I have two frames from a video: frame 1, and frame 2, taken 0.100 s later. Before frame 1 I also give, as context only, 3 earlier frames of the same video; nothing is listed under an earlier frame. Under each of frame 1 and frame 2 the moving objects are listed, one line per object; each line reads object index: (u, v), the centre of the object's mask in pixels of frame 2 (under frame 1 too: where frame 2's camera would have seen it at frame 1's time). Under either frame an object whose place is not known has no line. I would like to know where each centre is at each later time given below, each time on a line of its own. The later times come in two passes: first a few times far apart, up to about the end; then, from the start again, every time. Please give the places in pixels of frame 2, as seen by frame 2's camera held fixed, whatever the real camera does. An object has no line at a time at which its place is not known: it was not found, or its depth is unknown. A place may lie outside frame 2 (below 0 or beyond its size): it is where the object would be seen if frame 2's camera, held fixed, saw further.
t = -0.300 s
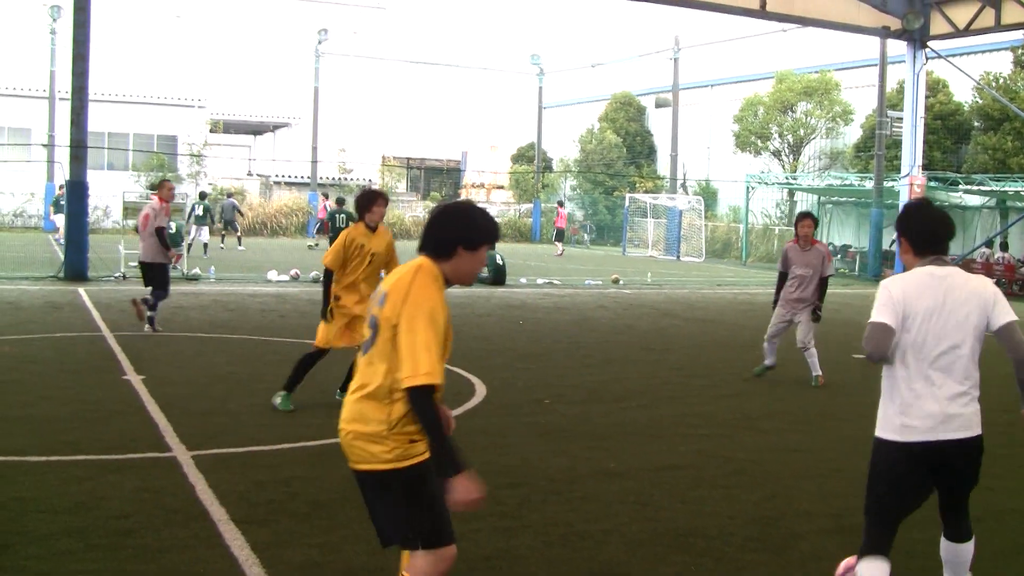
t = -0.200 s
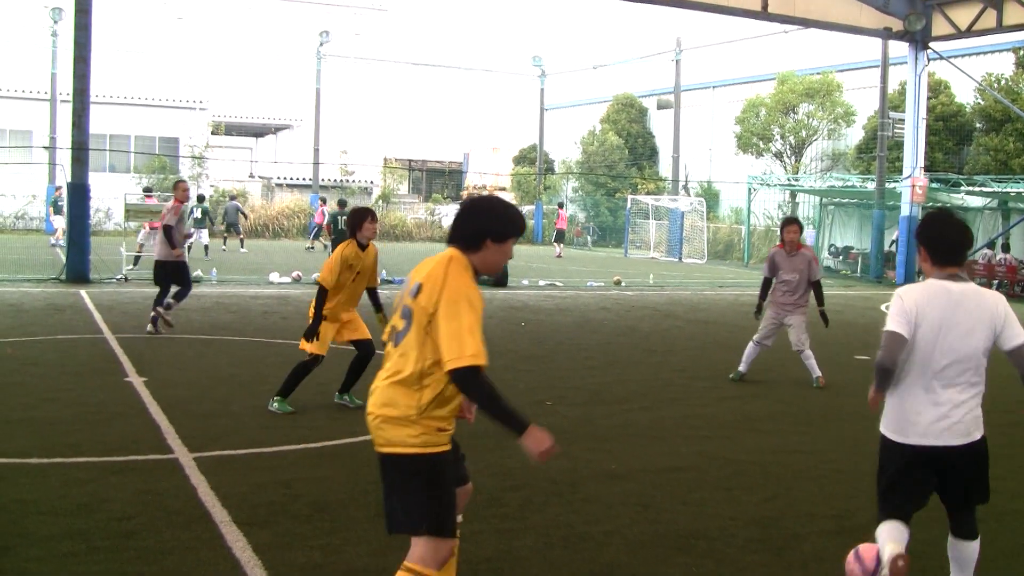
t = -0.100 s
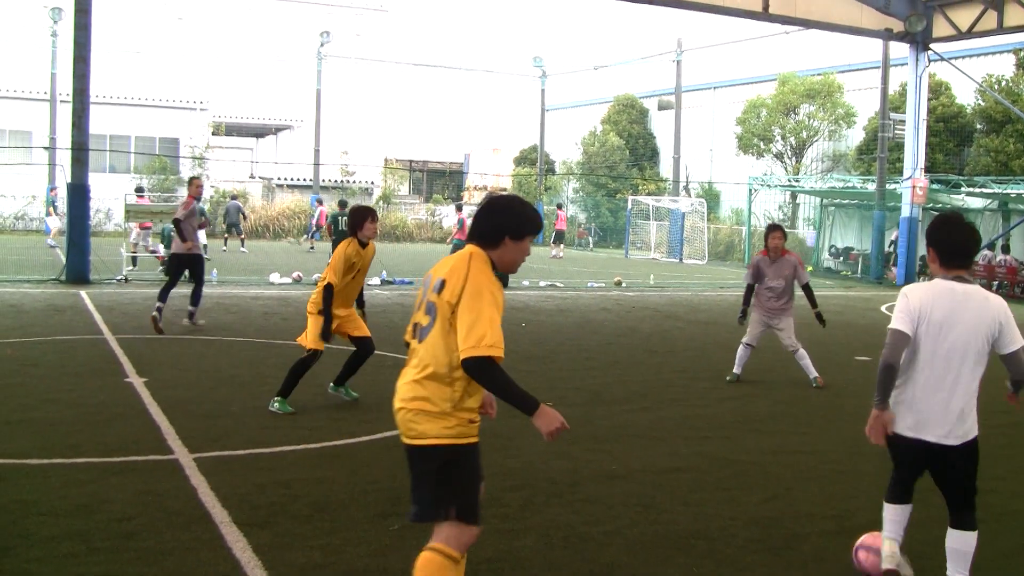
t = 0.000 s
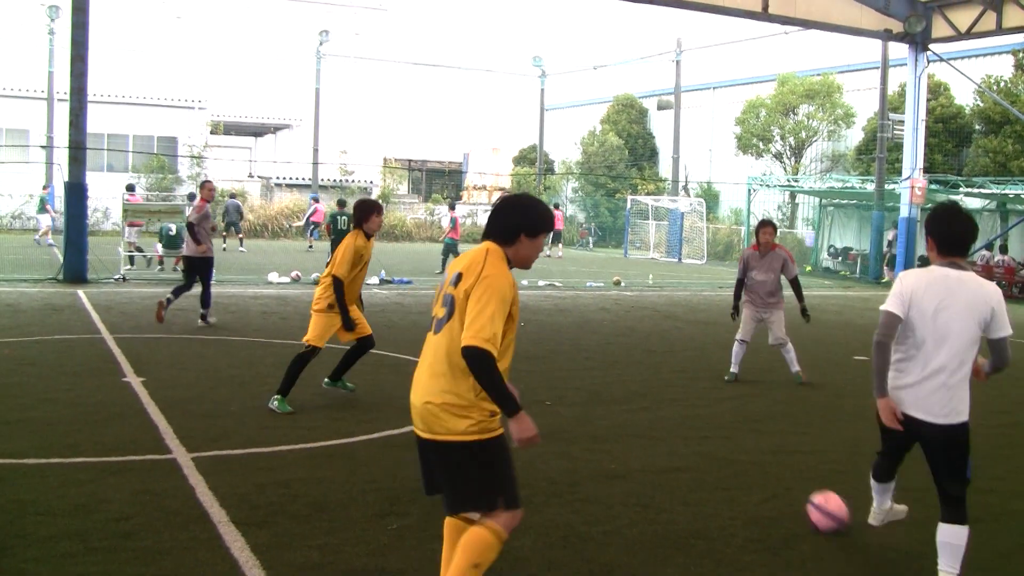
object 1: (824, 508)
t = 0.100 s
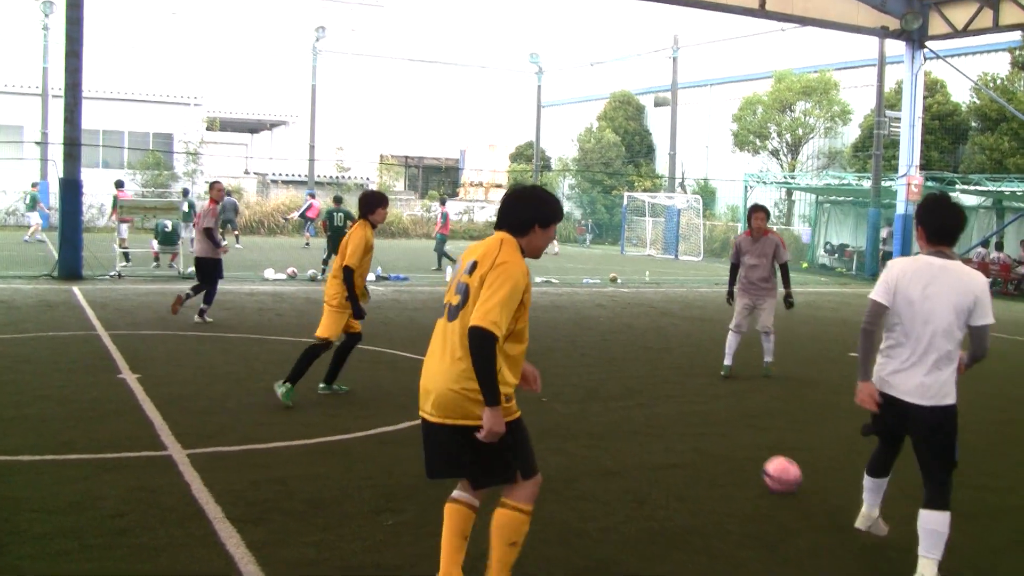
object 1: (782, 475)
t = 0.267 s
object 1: (737, 436)
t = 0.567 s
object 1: (694, 396)
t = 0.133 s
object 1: (771, 465)
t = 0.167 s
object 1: (761, 457)
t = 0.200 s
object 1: (752, 449)
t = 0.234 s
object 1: (744, 441)
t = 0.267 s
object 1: (737, 436)
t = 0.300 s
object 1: (730, 430)
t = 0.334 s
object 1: (724, 423)
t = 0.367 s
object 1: (718, 418)
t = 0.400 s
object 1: (713, 415)
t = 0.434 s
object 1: (709, 411)
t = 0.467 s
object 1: (705, 405)
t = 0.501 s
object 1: (701, 401)
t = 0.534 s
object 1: (697, 398)
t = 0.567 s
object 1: (694, 396)
